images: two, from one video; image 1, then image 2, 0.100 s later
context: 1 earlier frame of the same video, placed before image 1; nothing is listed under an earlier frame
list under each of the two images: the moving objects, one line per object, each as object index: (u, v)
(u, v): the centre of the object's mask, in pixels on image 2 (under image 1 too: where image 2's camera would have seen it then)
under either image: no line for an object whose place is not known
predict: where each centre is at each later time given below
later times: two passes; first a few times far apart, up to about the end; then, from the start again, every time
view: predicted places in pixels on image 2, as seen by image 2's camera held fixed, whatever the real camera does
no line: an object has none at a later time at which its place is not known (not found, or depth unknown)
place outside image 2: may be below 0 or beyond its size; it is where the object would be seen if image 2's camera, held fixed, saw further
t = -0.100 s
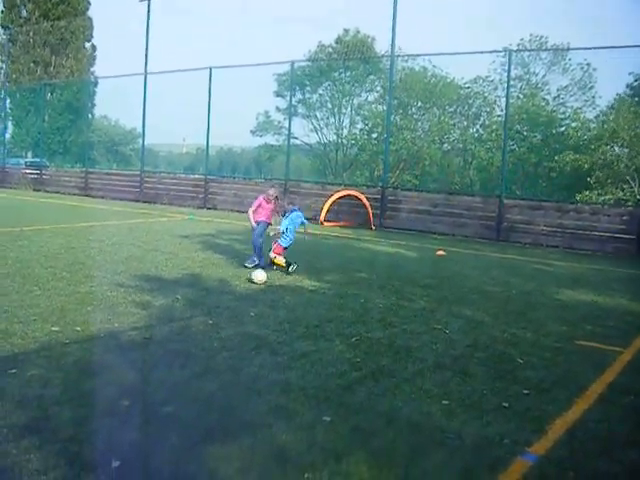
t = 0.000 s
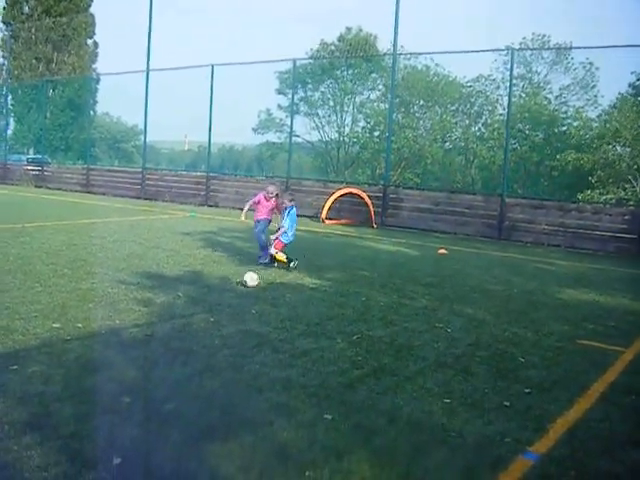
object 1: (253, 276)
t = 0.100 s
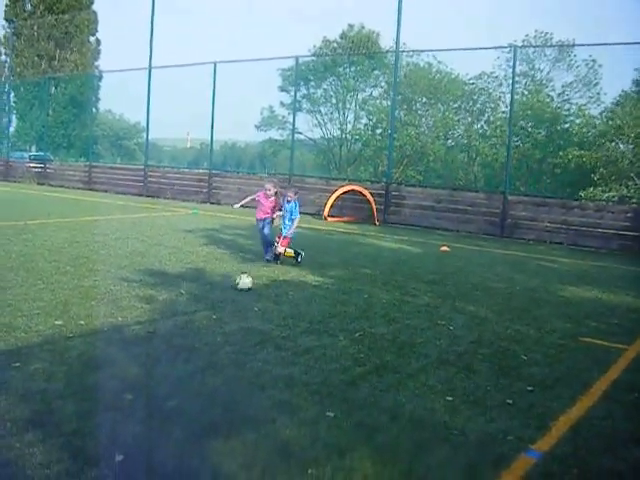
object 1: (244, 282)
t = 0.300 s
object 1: (228, 293)
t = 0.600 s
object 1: (206, 309)
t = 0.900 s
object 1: (183, 329)
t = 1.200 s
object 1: (157, 353)
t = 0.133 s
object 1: (241, 284)
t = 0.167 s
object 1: (239, 285)
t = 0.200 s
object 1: (236, 287)
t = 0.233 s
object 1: (233, 289)
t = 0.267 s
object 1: (231, 290)
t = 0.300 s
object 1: (228, 293)
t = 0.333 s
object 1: (226, 294)
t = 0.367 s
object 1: (224, 295)
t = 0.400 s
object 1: (222, 297)
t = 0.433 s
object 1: (219, 300)
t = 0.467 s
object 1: (217, 301)
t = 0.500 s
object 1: (214, 302)
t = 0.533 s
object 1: (212, 305)
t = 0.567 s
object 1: (209, 308)
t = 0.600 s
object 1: (206, 309)
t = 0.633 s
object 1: (204, 310)
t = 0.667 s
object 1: (201, 313)
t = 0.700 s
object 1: (199, 316)
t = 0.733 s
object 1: (196, 318)
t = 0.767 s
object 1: (193, 320)
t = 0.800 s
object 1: (190, 322)
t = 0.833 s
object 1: (188, 325)
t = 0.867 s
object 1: (185, 327)
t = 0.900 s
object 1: (183, 329)
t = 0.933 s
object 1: (180, 331)
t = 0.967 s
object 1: (178, 333)
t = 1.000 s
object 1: (174, 336)
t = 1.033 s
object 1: (172, 339)
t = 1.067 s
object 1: (169, 341)
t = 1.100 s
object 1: (166, 344)
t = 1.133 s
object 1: (163, 347)
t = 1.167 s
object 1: (160, 350)
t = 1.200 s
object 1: (157, 353)
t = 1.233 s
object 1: (154, 354)
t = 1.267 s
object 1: (152, 357)
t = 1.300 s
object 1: (149, 360)
